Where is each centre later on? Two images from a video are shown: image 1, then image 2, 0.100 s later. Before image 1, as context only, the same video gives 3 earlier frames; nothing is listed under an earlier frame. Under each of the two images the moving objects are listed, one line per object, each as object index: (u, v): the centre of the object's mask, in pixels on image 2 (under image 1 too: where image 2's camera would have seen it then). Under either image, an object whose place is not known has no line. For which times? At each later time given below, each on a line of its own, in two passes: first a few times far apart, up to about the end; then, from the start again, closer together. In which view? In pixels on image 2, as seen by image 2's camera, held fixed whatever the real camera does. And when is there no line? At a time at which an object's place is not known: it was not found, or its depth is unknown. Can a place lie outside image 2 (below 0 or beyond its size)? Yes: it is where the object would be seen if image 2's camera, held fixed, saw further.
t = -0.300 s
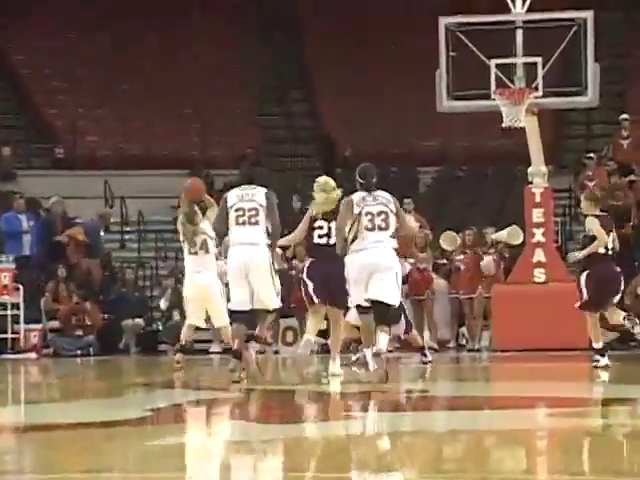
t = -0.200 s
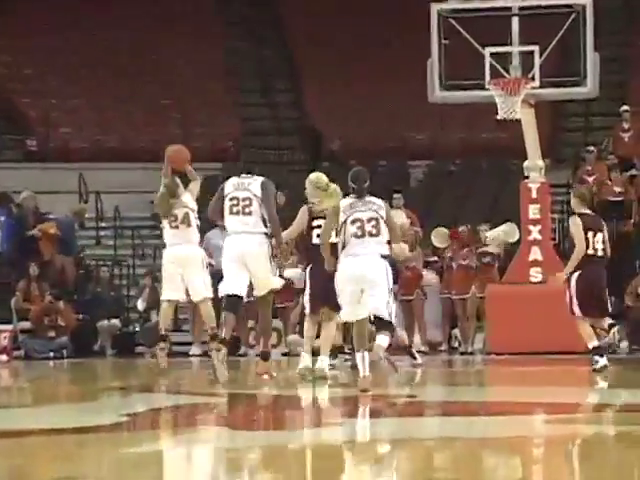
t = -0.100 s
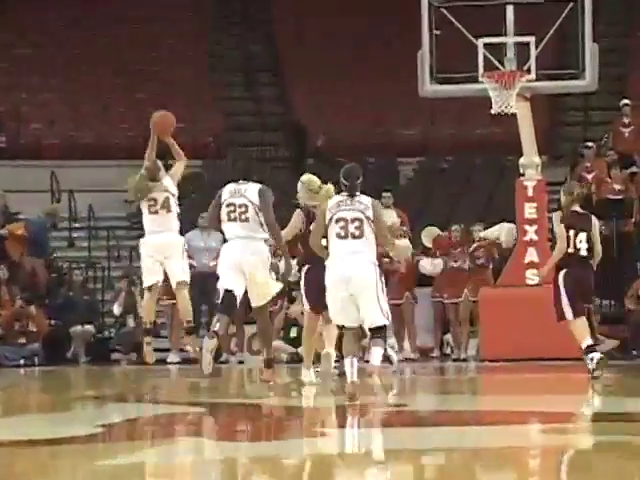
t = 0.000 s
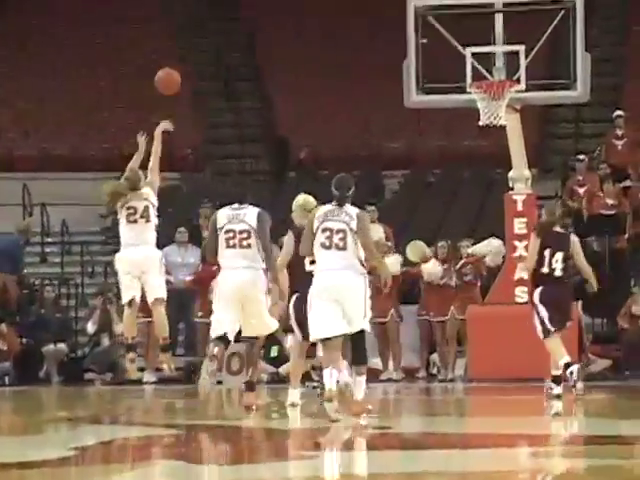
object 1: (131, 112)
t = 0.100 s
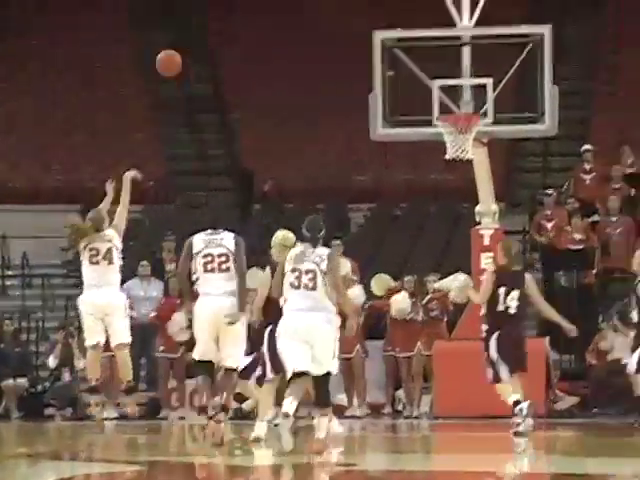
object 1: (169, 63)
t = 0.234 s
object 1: (215, 18)
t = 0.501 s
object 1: (301, -12)
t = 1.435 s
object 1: (491, 195)
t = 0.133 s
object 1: (181, 50)
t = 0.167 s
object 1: (192, 38)
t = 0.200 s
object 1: (204, 27)
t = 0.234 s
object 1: (215, 18)
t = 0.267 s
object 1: (226, 10)
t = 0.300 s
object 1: (237, 3)
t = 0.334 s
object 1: (248, -2)
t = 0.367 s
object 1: (259, -6)
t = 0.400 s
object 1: (269, -9)
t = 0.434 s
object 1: (280, -11)
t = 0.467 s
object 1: (290, -12)
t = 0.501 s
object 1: (301, -12)
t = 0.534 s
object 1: (311, -11)
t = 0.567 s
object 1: (322, -9)
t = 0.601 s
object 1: (332, -5)
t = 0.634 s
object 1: (343, -1)
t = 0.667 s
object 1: (354, 5)
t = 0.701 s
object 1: (364, 11)
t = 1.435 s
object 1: (491, 195)
